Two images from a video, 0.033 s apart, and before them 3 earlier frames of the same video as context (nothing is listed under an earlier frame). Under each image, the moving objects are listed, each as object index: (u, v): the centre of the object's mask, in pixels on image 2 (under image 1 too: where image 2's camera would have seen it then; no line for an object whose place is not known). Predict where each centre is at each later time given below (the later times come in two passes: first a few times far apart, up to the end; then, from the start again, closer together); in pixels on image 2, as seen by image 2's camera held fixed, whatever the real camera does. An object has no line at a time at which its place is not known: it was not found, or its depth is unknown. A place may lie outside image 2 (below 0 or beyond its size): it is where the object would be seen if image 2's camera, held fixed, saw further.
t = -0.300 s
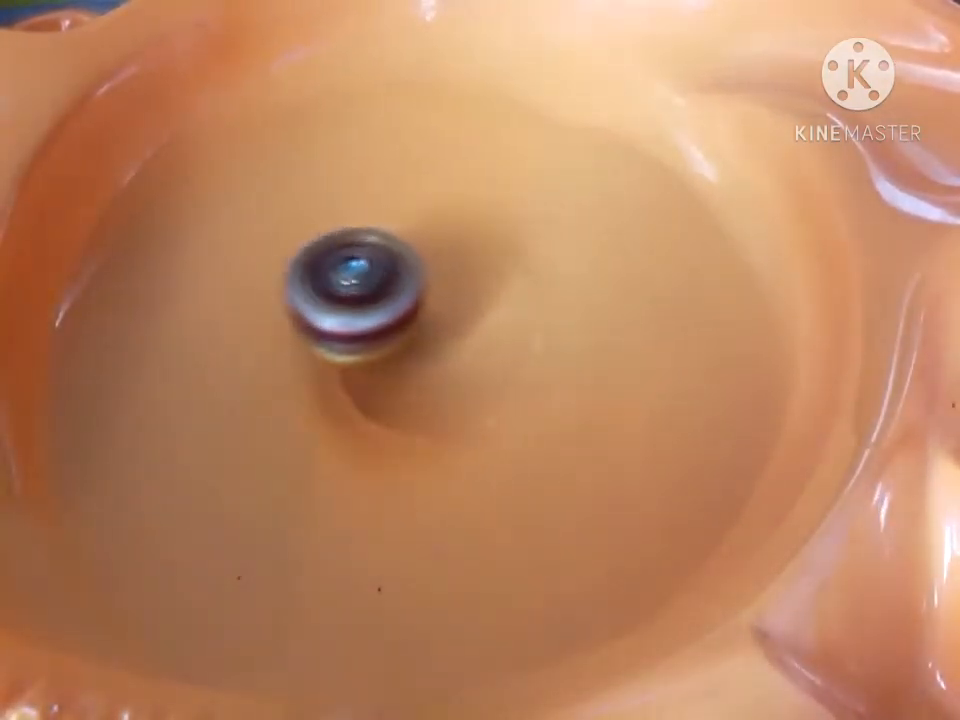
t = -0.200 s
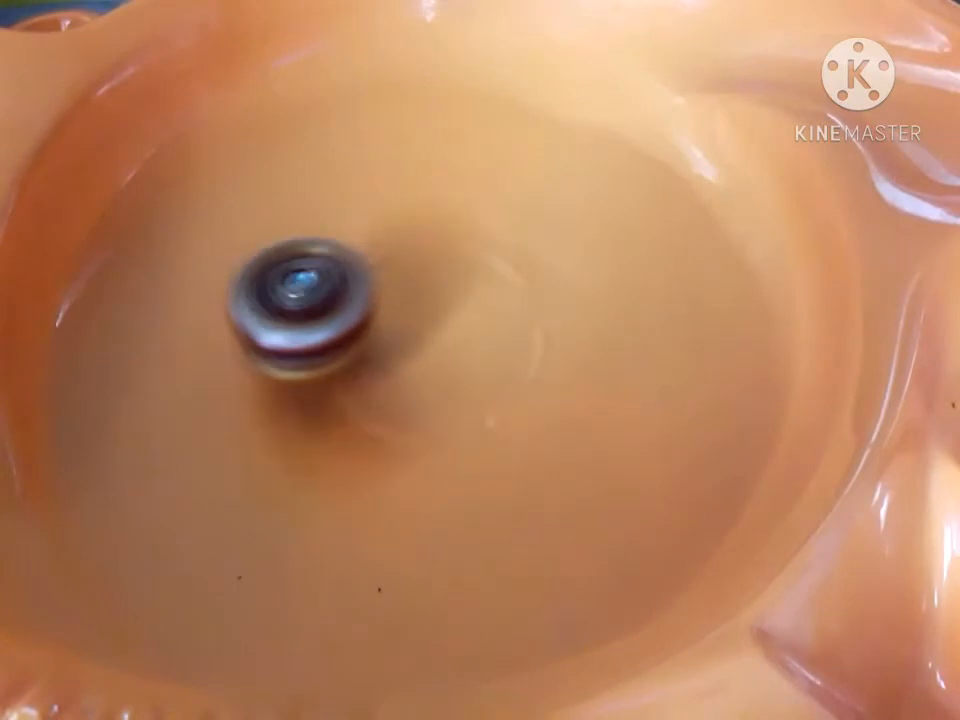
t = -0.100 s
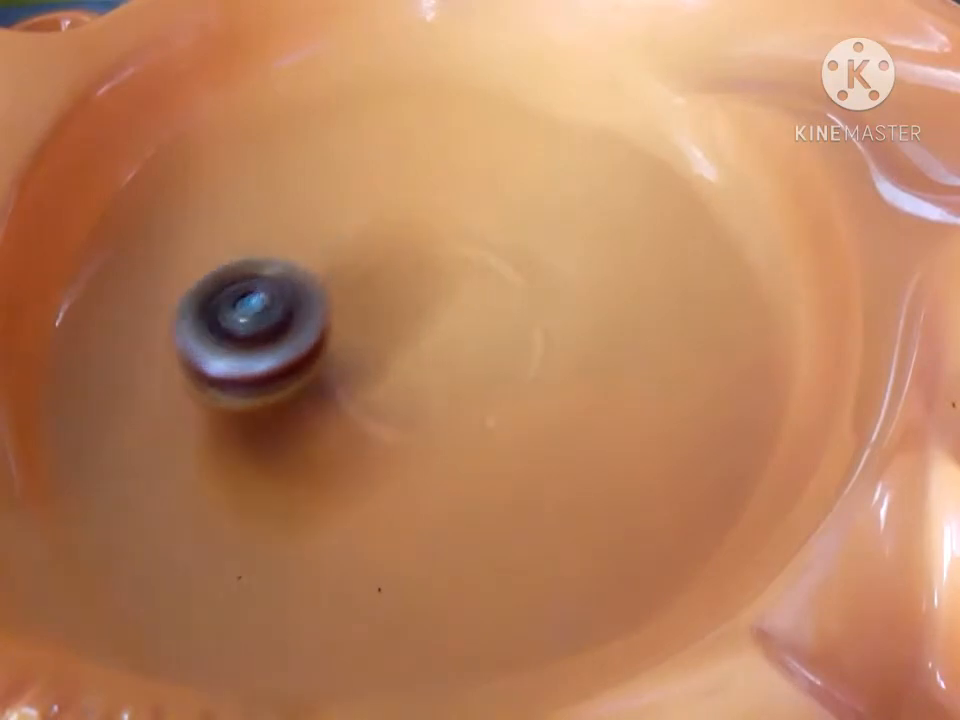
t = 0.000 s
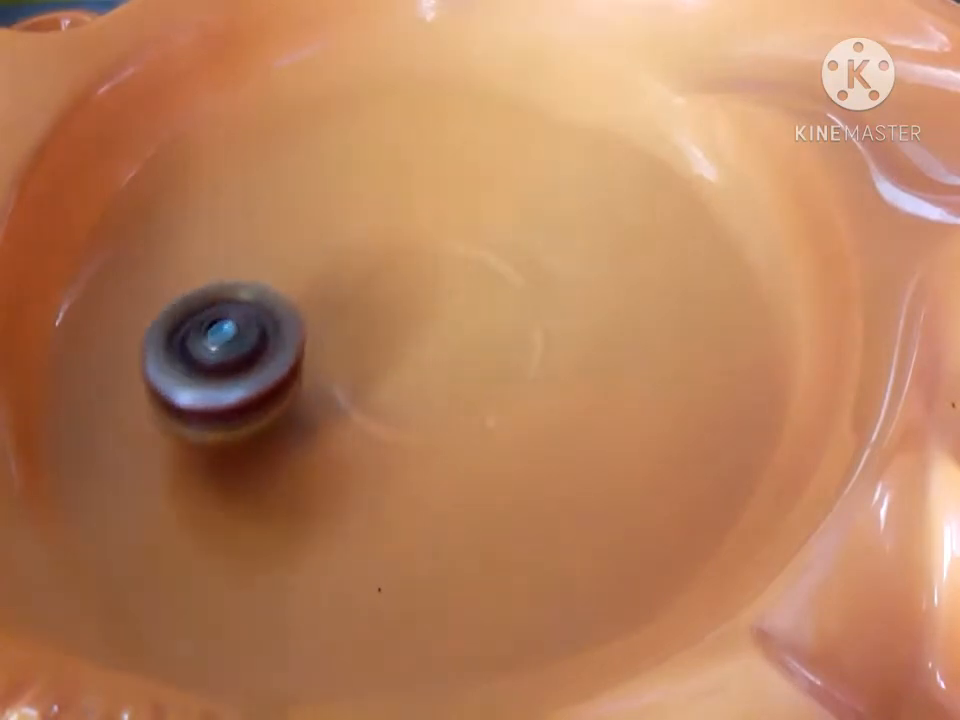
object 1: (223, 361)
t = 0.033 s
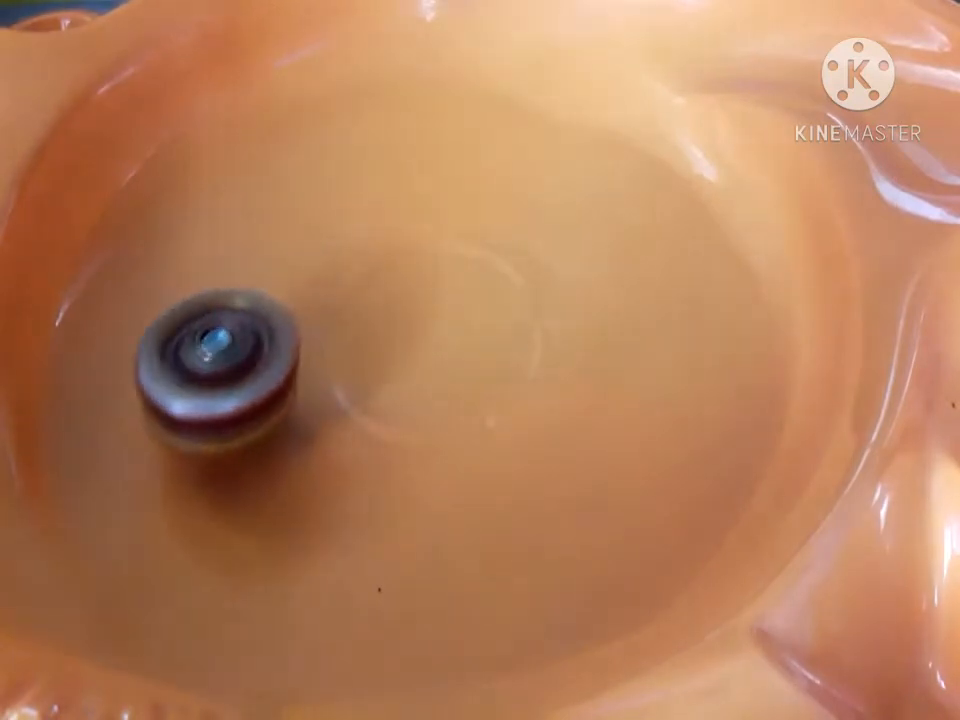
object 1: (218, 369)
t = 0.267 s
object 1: (233, 423)
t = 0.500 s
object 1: (328, 420)
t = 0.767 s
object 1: (426, 323)
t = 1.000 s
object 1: (424, 237)
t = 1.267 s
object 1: (396, 172)
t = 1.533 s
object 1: (321, 200)
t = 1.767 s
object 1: (362, 269)
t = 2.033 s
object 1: (460, 298)
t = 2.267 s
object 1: (533, 304)
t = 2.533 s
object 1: (518, 269)
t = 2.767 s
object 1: (512, 321)
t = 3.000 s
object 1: (504, 322)
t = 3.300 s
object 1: (460, 366)
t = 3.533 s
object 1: (447, 363)
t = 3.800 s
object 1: (423, 365)
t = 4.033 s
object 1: (368, 356)
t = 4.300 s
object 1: (351, 344)
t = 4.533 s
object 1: (344, 341)
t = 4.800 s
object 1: (309, 311)
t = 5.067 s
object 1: (322, 328)
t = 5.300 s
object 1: (317, 317)
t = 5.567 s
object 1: (318, 319)
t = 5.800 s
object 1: (321, 327)
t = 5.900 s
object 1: (323, 329)
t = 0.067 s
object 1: (214, 379)
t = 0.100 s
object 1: (212, 386)
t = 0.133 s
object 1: (212, 395)
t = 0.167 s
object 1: (214, 402)
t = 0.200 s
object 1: (218, 410)
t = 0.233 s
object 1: (225, 417)
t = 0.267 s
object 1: (233, 423)
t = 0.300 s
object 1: (243, 425)
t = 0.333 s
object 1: (254, 430)
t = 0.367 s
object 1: (268, 431)
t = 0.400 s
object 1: (282, 431)
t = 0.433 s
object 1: (297, 429)
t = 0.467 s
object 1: (312, 426)
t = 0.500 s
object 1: (328, 420)
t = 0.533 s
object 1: (345, 414)
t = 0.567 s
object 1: (362, 406)
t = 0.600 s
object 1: (378, 396)
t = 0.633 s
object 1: (394, 383)
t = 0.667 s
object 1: (407, 368)
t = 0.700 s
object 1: (414, 356)
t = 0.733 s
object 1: (423, 337)
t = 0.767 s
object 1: (426, 323)
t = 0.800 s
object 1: (427, 308)
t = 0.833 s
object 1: (427, 295)
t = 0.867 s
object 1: (427, 283)
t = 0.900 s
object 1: (427, 271)
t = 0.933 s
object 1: (427, 260)
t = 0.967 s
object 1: (425, 247)
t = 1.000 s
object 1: (424, 237)
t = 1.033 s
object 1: (421, 227)
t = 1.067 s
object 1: (420, 219)
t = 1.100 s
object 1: (418, 211)
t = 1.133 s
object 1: (417, 204)
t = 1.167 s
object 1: (414, 196)
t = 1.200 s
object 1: (411, 187)
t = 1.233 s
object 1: (405, 178)
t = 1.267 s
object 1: (396, 172)
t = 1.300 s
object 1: (386, 169)
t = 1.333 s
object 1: (376, 168)
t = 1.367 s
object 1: (365, 168)
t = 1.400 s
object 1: (354, 167)
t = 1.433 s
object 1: (342, 170)
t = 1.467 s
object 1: (331, 177)
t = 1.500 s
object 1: (323, 187)
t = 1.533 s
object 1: (321, 200)
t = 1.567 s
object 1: (322, 212)
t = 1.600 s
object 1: (325, 227)
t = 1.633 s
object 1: (329, 236)
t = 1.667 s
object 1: (334, 243)
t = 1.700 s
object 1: (342, 252)
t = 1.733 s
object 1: (351, 261)
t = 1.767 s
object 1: (362, 269)
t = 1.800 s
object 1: (373, 275)
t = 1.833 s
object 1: (384, 281)
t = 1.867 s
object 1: (397, 285)
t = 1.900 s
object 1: (409, 290)
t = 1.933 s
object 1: (423, 294)
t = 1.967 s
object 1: (435, 297)
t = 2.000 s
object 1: (448, 299)
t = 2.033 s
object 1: (460, 298)
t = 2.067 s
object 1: (472, 299)
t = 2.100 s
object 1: (484, 299)
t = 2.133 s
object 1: (495, 300)
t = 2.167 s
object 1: (507, 304)
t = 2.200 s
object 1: (520, 308)
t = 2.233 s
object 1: (529, 308)
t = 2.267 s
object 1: (533, 304)
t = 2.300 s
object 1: (536, 297)
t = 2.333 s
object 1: (535, 288)
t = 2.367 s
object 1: (532, 279)
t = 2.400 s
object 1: (525, 269)
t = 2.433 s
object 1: (523, 262)
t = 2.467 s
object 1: (521, 261)
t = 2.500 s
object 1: (519, 264)
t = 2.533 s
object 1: (518, 269)
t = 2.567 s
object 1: (517, 277)
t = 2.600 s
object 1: (515, 287)
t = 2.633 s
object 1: (514, 298)
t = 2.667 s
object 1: (513, 309)
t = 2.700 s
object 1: (515, 318)
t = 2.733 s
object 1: (515, 320)
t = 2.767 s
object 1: (512, 321)
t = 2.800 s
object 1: (509, 324)
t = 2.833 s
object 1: (505, 324)
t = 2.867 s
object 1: (503, 323)
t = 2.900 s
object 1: (503, 325)
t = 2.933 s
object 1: (505, 327)
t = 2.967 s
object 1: (505, 326)
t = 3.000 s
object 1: (504, 322)
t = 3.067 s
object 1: (498, 326)
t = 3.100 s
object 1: (493, 332)
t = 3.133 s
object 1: (486, 340)
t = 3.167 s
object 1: (478, 348)
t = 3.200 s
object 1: (470, 356)
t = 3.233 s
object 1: (465, 363)
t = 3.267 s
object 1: (461, 366)
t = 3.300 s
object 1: (460, 366)
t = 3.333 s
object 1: (460, 363)
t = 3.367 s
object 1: (461, 361)
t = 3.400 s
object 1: (460, 359)
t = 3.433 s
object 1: (459, 360)
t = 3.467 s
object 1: (457, 361)
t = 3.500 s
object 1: (453, 362)
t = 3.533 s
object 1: (447, 363)
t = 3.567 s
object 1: (440, 363)
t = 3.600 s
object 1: (436, 364)
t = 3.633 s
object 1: (435, 372)
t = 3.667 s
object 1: (431, 380)
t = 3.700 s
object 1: (426, 380)
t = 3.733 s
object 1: (425, 374)
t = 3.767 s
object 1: (425, 366)
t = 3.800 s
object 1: (423, 365)
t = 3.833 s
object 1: (416, 366)
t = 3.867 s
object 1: (405, 370)
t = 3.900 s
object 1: (387, 376)
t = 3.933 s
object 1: (375, 376)
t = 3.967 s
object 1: (367, 372)
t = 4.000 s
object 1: (367, 365)
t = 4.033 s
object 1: (368, 356)
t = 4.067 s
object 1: (363, 351)
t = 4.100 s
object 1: (351, 351)
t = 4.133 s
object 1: (334, 350)
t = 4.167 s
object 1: (324, 348)
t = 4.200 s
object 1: (323, 345)
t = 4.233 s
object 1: (330, 344)
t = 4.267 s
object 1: (341, 344)
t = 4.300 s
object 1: (351, 344)
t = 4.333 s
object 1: (353, 347)
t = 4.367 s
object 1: (348, 350)
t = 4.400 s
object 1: (340, 354)
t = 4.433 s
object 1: (335, 355)
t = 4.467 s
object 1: (338, 351)
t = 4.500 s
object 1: (344, 346)
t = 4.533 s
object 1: (344, 341)
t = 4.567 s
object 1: (337, 339)
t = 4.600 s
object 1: (325, 336)
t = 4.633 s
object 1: (317, 331)
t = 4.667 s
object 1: (316, 325)
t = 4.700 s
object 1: (320, 319)
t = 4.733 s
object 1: (321, 314)
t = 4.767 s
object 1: (316, 311)
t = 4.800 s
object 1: (309, 311)
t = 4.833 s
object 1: (306, 312)
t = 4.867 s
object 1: (306, 314)
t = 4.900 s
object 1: (309, 315)
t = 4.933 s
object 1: (314, 318)
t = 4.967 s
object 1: (319, 320)
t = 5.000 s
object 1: (323, 323)
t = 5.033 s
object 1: (323, 325)
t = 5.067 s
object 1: (322, 328)
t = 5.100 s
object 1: (322, 328)
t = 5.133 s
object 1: (324, 327)
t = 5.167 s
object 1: (322, 325)
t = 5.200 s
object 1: (319, 324)
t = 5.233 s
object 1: (320, 322)
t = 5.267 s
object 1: (319, 319)
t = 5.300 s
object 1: (317, 317)
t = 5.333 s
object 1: (316, 316)
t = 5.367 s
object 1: (317, 314)
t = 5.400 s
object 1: (316, 315)
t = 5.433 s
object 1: (316, 315)
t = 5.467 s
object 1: (316, 315)
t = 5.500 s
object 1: (316, 316)
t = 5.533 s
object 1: (317, 318)
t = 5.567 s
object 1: (318, 319)
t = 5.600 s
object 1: (318, 320)
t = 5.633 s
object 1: (319, 322)
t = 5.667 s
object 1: (319, 322)
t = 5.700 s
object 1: (320, 323)
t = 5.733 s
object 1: (321, 325)
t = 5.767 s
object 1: (321, 326)
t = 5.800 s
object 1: (321, 327)
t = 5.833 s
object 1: (322, 328)
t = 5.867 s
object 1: (322, 329)
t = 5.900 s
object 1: (323, 329)
